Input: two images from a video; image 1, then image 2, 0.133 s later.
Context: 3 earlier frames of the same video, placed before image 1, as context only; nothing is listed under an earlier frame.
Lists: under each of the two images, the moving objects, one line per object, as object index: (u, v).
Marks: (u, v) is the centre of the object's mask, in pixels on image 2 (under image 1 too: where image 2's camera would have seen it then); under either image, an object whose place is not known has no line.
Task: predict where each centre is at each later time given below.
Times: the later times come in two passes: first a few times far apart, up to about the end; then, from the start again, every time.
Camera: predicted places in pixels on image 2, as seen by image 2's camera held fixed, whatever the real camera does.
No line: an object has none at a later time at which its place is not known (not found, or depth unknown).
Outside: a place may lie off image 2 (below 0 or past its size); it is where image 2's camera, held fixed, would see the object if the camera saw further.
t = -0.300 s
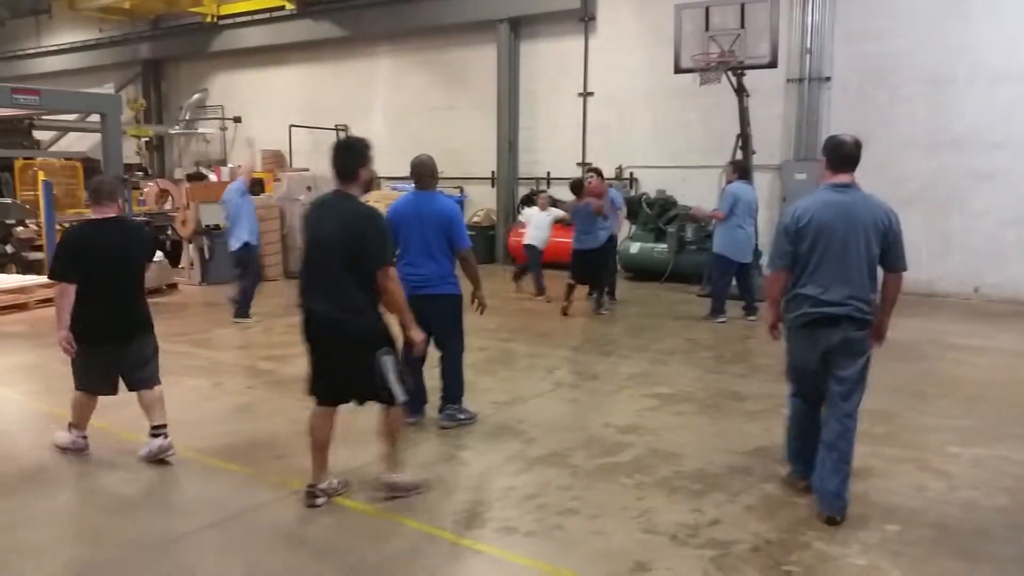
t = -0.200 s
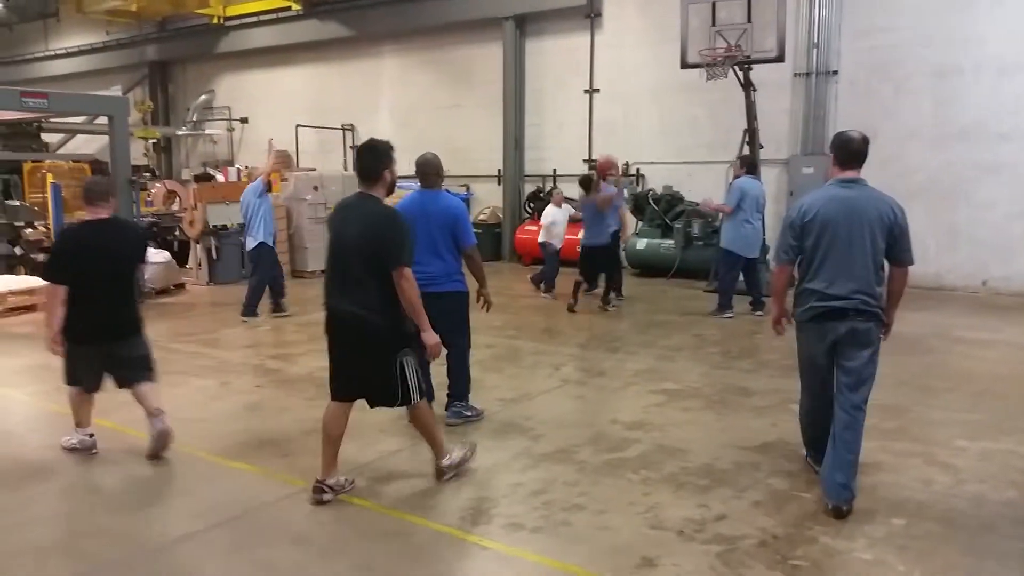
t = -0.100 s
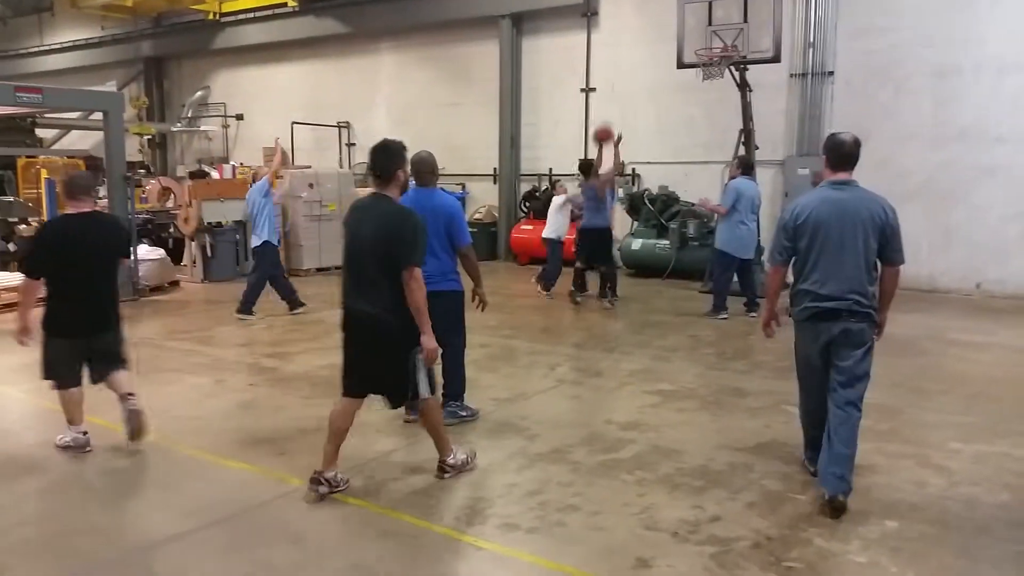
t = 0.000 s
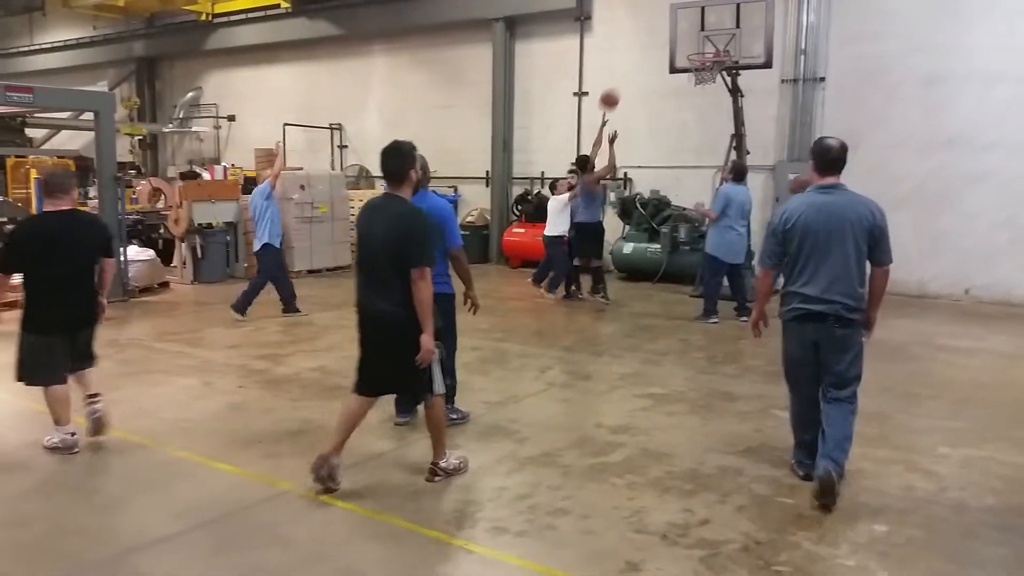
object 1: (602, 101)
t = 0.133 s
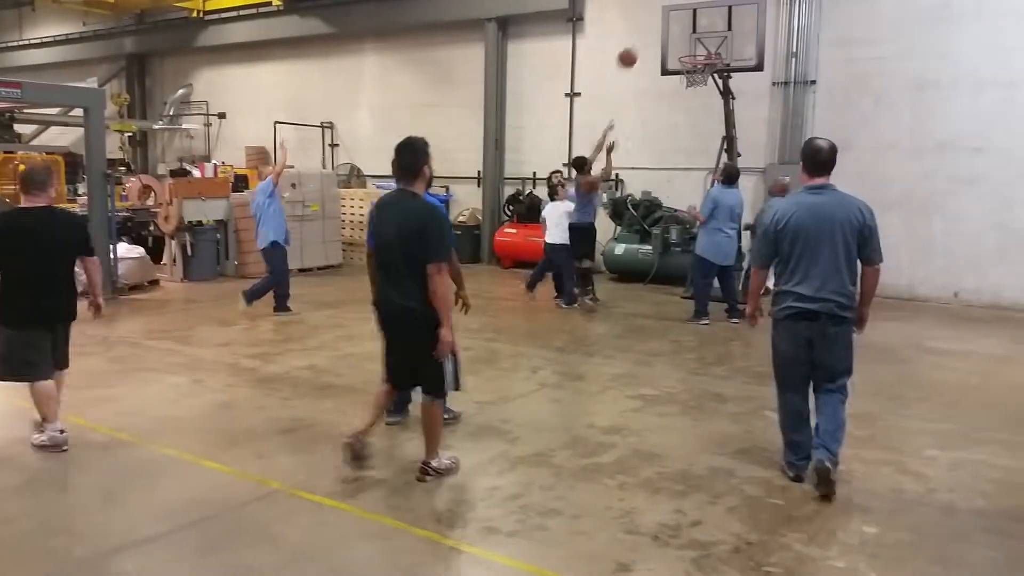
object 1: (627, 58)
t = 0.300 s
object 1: (658, 26)
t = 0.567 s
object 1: (703, 24)
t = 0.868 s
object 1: (704, 81)
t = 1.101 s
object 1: (688, 151)
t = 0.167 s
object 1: (633, 50)
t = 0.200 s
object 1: (640, 42)
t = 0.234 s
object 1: (646, 36)
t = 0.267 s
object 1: (652, 31)
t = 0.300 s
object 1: (658, 26)
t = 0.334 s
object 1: (664, 23)
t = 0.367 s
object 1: (670, 20)
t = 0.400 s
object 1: (674, 17)
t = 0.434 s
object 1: (683, 17)
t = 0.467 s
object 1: (688, 18)
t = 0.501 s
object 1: (694, 19)
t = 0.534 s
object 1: (699, 21)
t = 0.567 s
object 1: (703, 24)
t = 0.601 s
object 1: (703, 28)
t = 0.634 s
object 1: (704, 33)
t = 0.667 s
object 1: (705, 40)
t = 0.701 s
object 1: (703, 47)
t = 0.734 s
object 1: (704, 56)
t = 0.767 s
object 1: (704, 64)
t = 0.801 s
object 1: (705, 71)
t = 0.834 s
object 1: (704, 77)
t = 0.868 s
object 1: (704, 81)
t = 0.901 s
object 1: (701, 93)
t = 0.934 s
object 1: (699, 100)
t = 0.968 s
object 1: (697, 108)
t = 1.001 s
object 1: (694, 117)
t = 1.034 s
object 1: (691, 127)
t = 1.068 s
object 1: (690, 139)
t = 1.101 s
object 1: (688, 151)
